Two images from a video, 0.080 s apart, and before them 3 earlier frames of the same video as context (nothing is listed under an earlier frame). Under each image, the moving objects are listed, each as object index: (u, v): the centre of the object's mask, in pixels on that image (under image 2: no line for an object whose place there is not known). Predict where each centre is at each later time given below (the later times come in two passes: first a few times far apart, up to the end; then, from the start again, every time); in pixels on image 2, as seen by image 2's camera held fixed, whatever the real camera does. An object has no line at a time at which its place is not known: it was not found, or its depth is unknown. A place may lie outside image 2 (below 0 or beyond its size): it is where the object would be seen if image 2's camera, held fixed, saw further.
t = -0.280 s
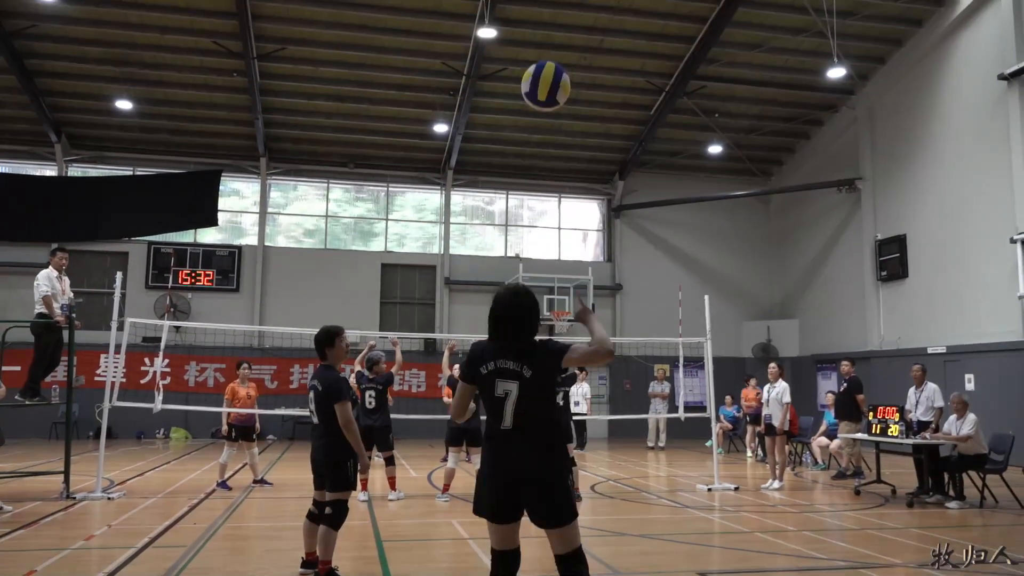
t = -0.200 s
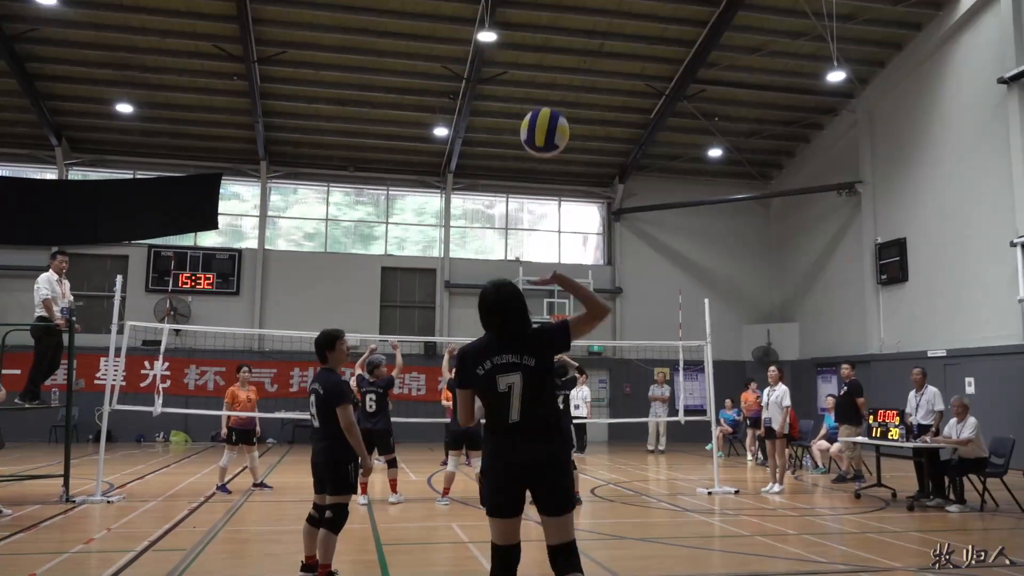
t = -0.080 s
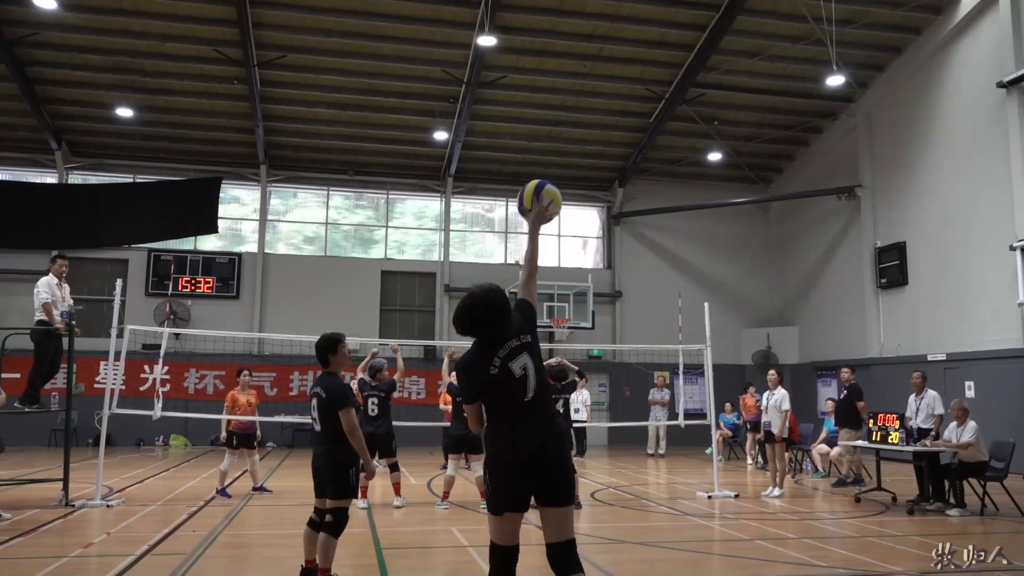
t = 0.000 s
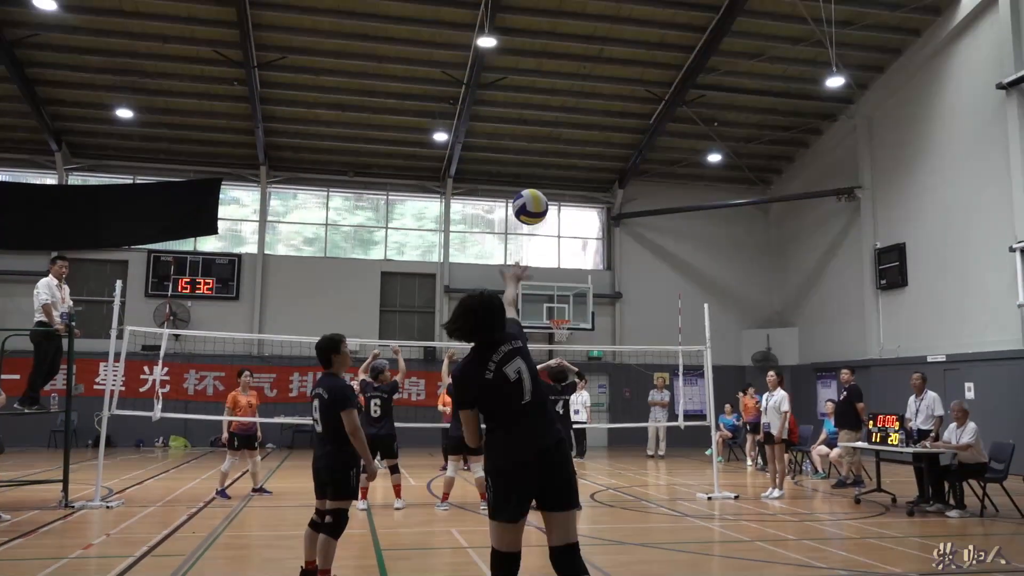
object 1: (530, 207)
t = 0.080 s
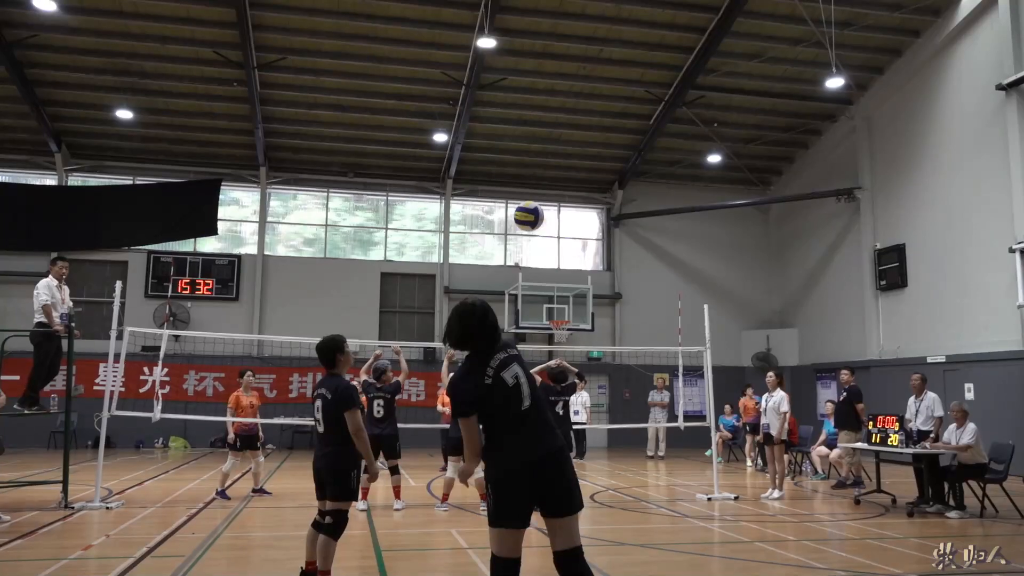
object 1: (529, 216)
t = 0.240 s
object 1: (533, 249)
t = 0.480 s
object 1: (541, 318)
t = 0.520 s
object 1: (542, 331)
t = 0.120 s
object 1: (530, 223)
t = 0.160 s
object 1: (531, 230)
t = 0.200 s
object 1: (532, 239)
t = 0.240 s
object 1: (533, 249)
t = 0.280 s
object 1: (535, 260)
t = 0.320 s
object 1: (536, 271)
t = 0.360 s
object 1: (537, 282)
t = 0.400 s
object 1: (539, 294)
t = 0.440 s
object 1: (540, 306)
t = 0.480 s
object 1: (541, 318)
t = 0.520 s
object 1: (542, 331)
